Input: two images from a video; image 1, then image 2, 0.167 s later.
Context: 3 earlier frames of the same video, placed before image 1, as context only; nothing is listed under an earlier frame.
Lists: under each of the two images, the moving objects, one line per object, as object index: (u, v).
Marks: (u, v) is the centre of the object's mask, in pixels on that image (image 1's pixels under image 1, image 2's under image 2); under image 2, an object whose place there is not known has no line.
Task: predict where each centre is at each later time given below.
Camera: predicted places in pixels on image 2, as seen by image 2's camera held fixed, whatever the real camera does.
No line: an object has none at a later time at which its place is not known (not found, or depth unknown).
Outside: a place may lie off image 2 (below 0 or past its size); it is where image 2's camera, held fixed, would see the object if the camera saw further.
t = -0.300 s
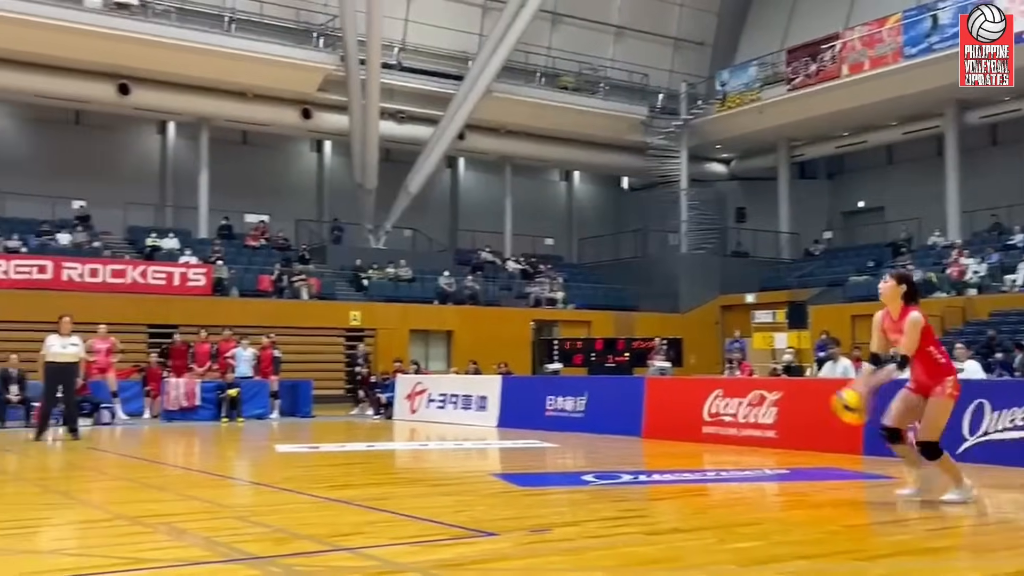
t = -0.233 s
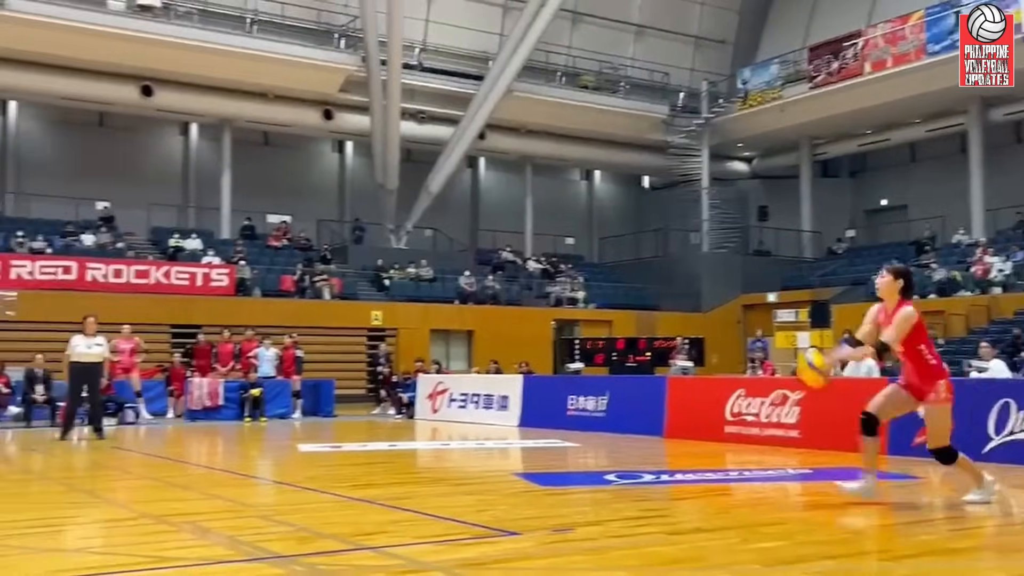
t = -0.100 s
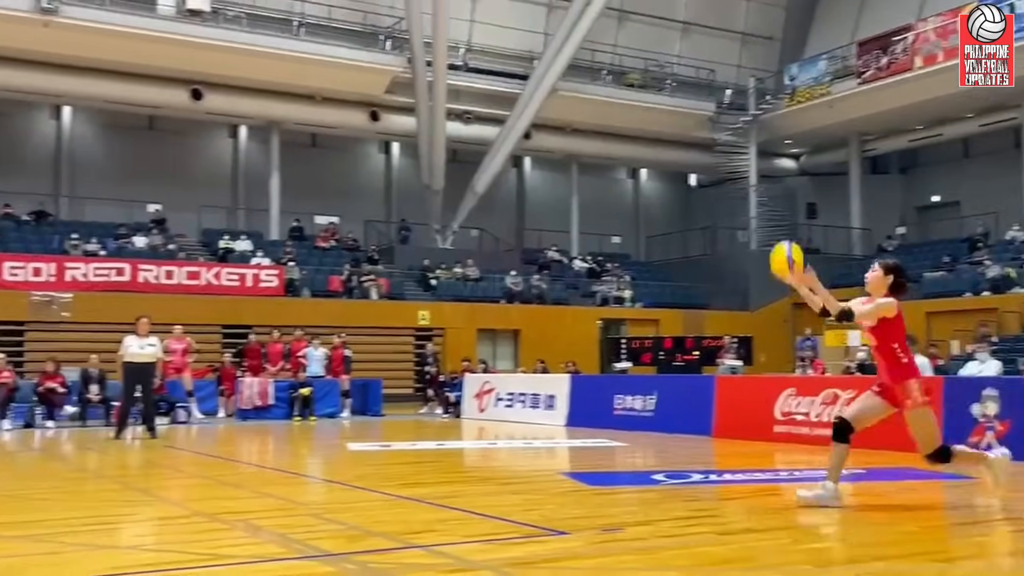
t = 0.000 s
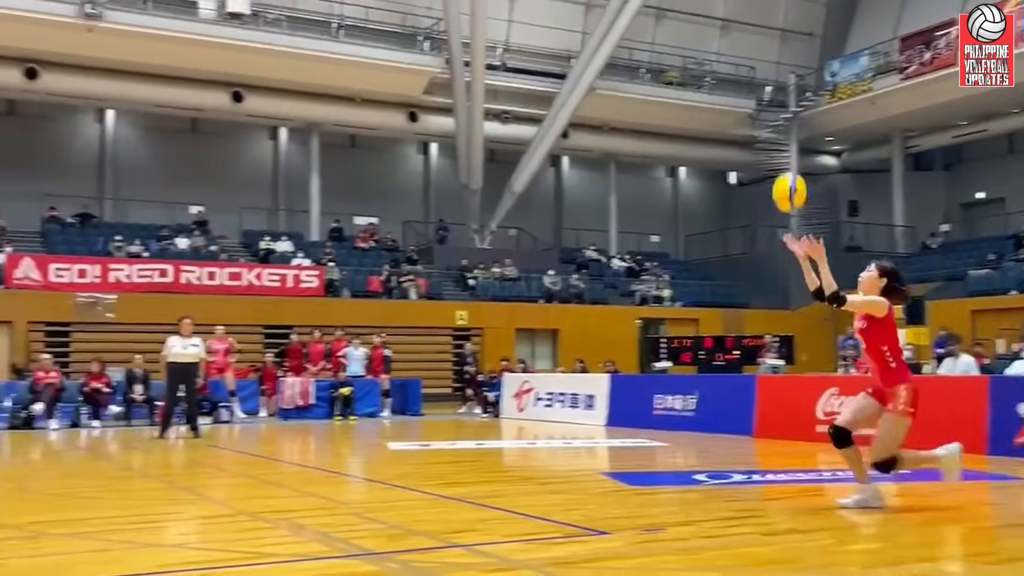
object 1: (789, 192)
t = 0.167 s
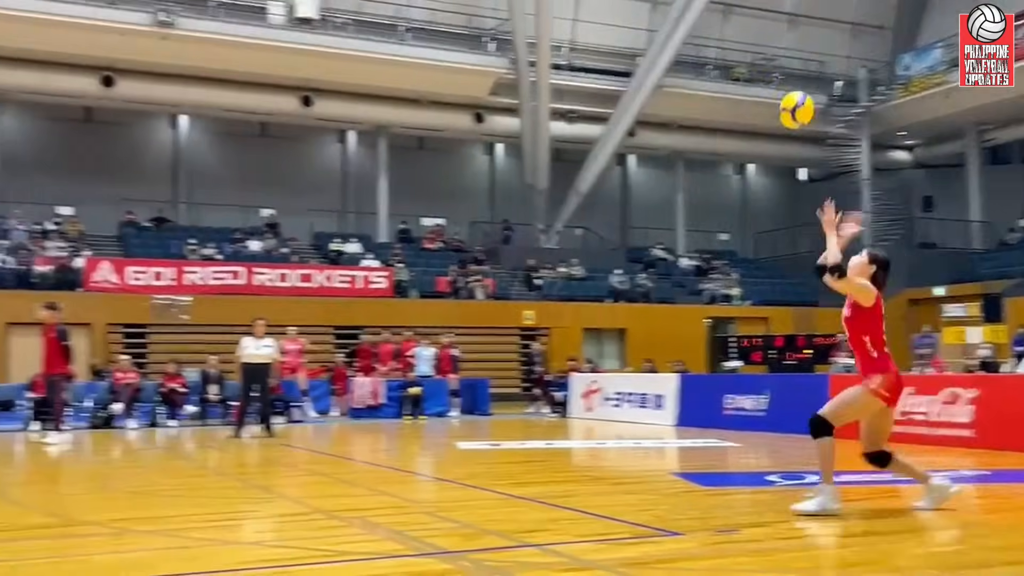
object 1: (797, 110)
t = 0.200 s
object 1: (783, 100)
